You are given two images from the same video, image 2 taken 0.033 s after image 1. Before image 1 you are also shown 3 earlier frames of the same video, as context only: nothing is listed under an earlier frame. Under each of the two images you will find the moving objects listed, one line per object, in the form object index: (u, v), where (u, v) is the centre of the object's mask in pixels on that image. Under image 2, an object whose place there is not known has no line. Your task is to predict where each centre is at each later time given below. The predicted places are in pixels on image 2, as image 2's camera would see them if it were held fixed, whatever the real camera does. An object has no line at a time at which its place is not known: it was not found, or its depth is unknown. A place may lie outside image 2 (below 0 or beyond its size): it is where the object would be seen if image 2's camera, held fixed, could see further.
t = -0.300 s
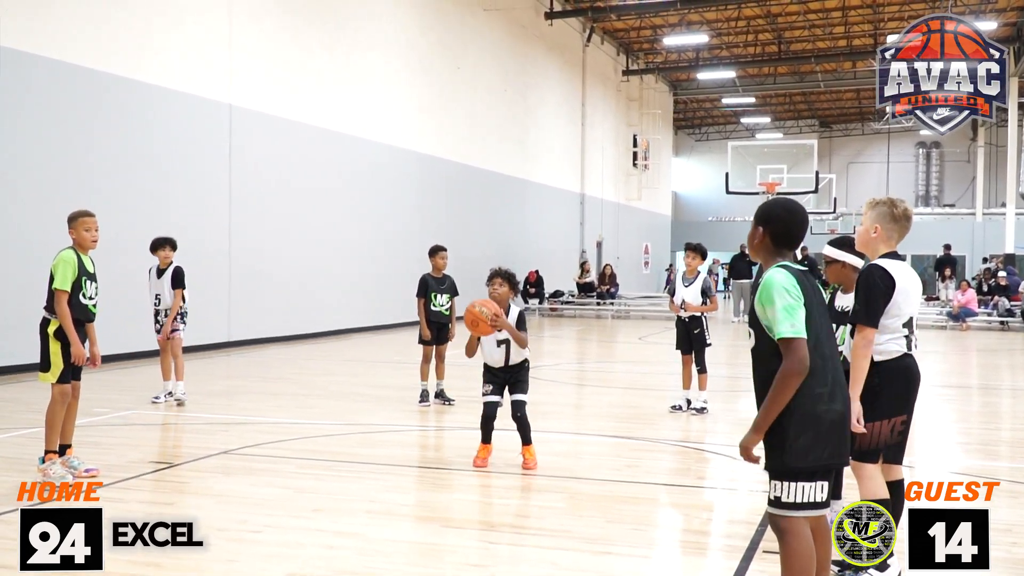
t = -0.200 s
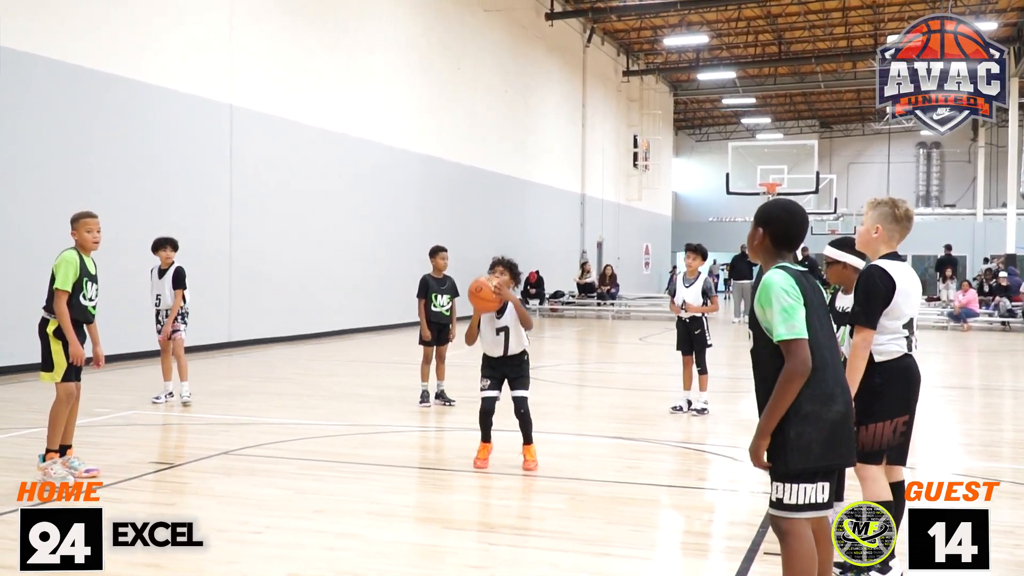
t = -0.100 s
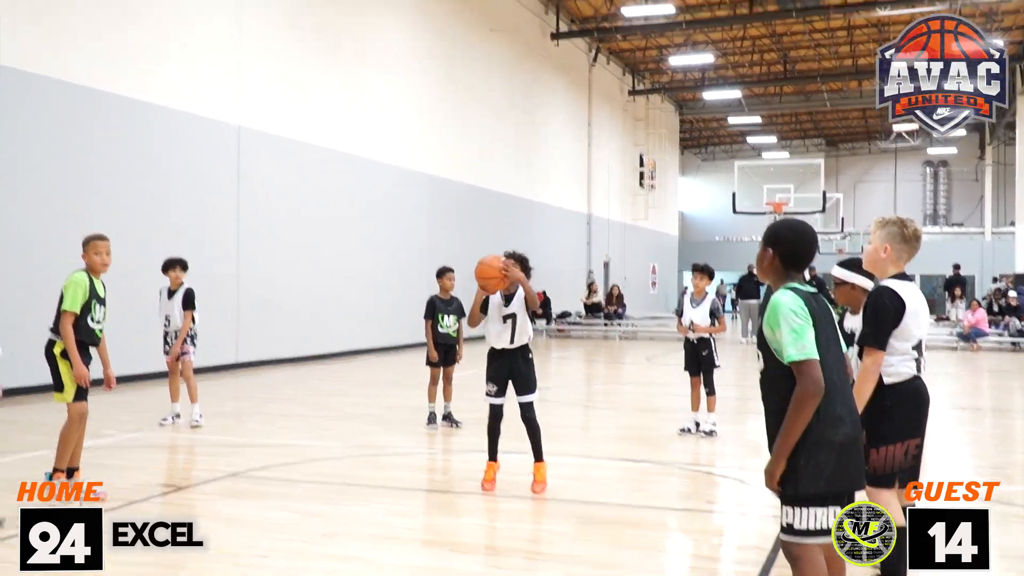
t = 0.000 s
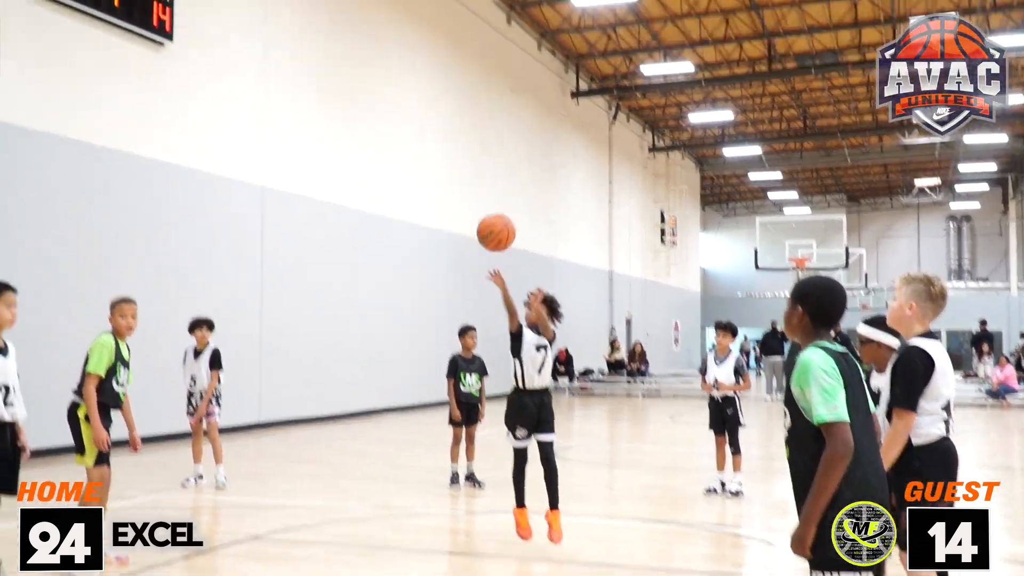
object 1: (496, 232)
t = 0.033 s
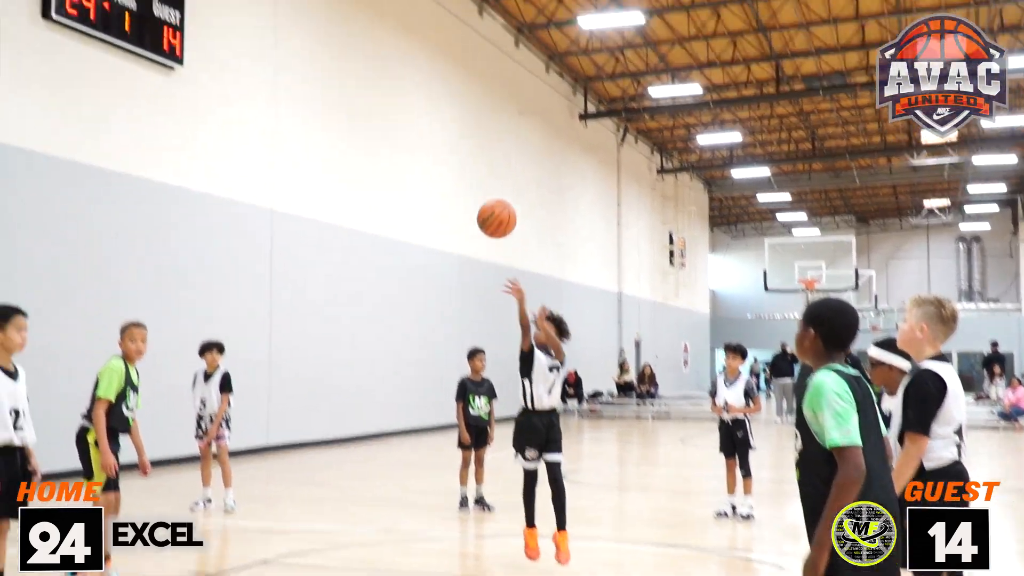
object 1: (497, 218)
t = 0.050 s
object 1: (493, 200)
